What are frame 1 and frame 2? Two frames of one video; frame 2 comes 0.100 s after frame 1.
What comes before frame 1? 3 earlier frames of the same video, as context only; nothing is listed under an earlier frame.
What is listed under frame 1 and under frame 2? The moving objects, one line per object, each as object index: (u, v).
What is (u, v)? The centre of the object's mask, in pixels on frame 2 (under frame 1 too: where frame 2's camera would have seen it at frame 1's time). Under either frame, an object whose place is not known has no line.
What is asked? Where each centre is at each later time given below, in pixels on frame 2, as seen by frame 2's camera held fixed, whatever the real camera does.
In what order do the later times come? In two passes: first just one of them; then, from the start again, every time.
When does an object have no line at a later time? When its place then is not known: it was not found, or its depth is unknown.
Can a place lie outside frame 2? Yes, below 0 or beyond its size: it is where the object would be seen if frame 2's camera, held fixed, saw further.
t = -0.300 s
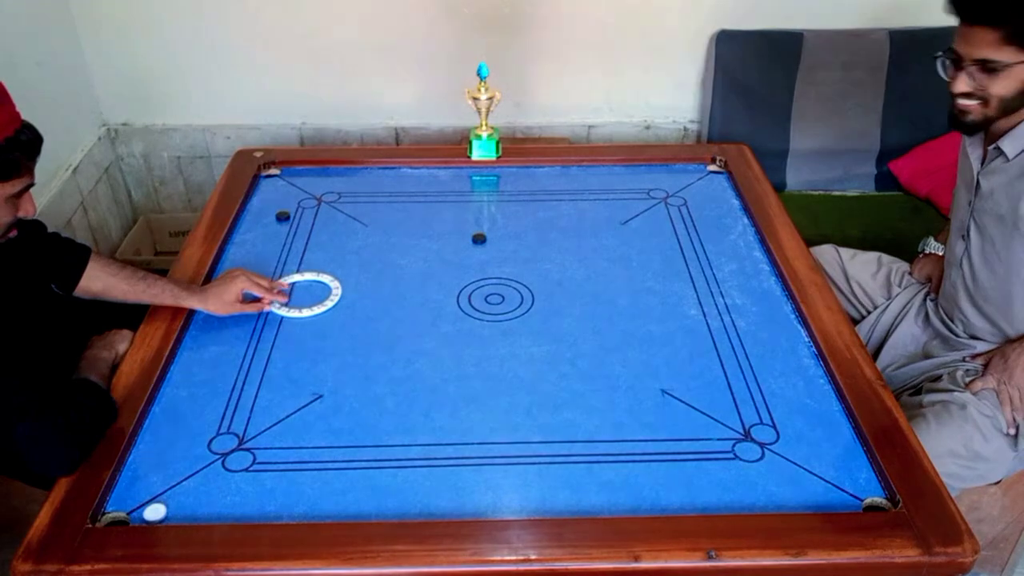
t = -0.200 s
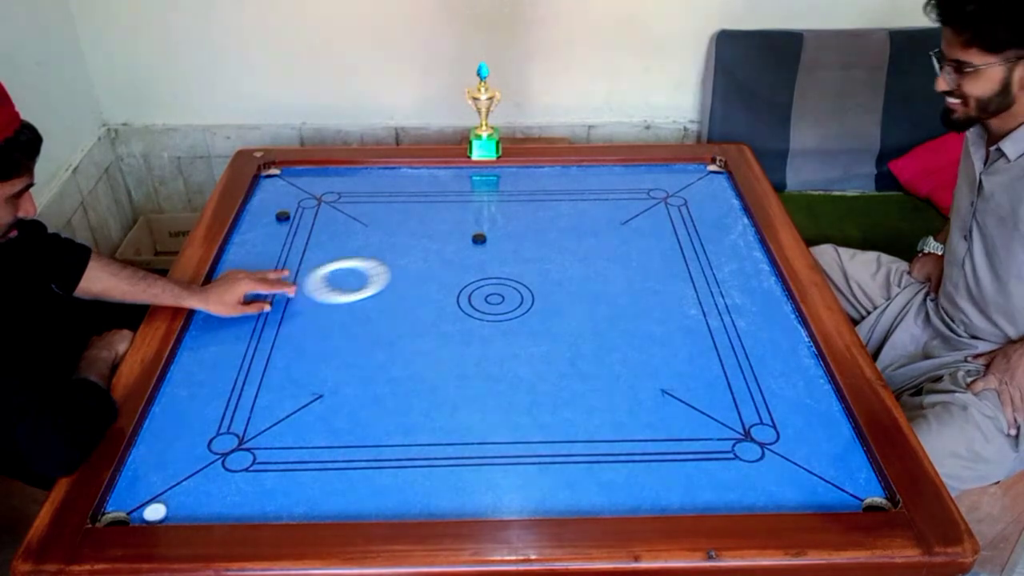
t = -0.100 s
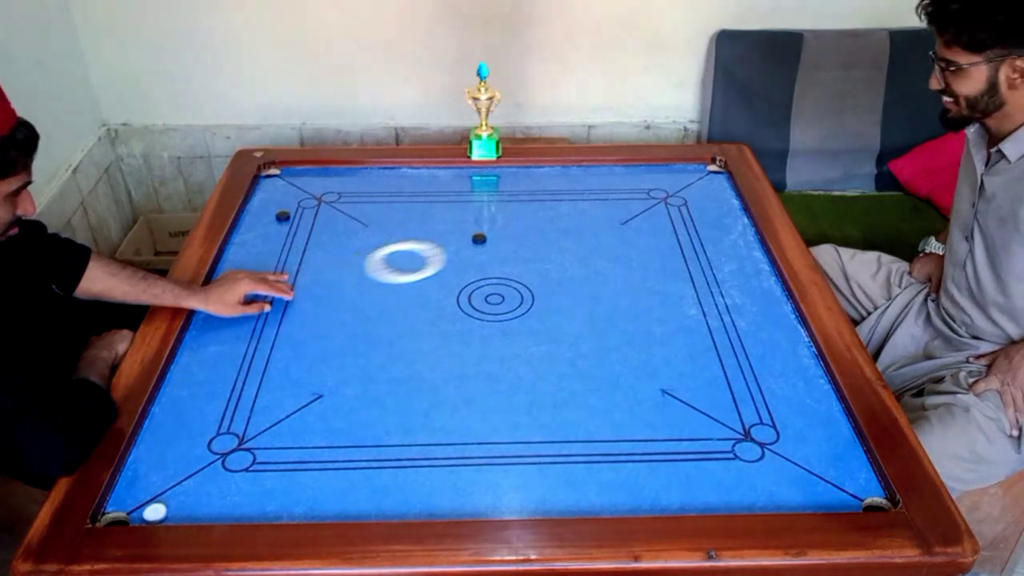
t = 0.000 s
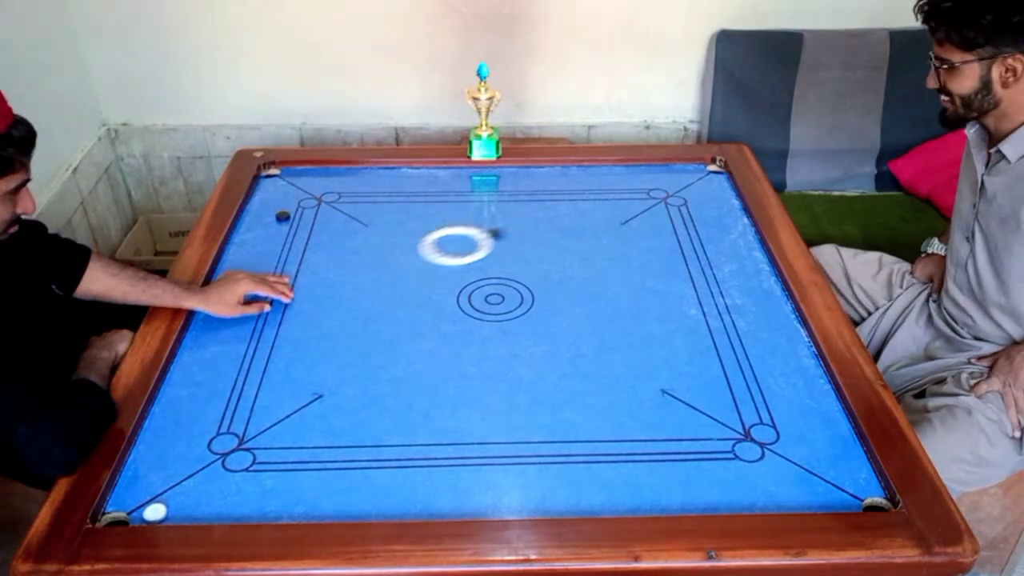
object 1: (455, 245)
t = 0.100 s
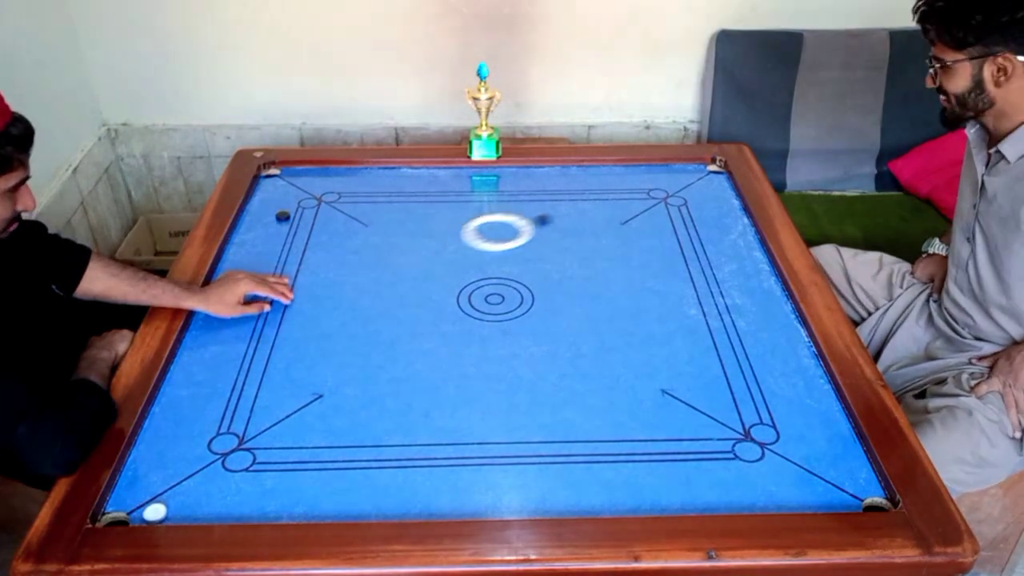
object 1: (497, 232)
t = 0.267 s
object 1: (561, 211)
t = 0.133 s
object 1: (511, 227)
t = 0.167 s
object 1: (524, 223)
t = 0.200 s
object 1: (536, 219)
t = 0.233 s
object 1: (549, 215)
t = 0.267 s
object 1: (561, 211)
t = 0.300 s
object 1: (573, 207)
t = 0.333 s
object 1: (585, 203)
